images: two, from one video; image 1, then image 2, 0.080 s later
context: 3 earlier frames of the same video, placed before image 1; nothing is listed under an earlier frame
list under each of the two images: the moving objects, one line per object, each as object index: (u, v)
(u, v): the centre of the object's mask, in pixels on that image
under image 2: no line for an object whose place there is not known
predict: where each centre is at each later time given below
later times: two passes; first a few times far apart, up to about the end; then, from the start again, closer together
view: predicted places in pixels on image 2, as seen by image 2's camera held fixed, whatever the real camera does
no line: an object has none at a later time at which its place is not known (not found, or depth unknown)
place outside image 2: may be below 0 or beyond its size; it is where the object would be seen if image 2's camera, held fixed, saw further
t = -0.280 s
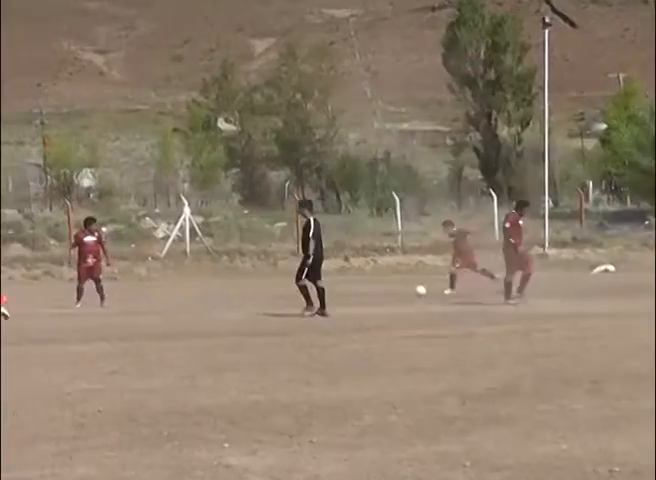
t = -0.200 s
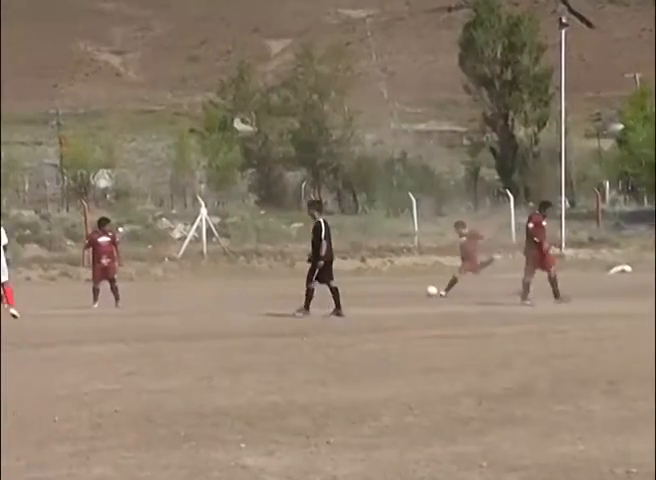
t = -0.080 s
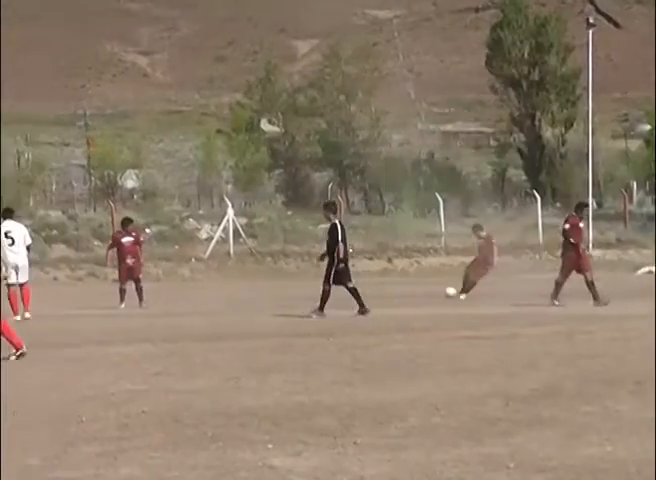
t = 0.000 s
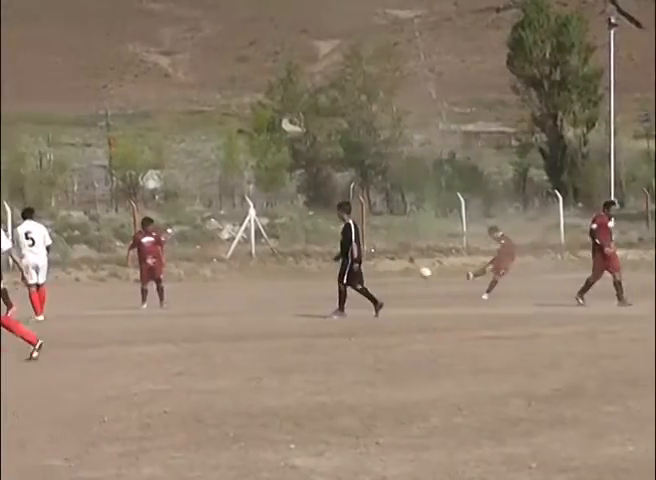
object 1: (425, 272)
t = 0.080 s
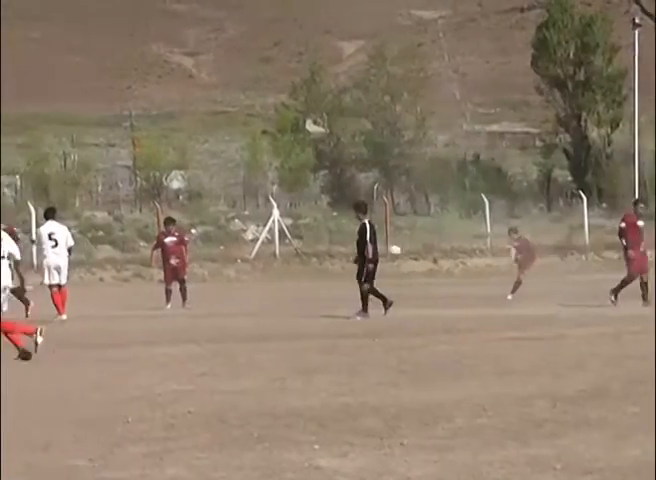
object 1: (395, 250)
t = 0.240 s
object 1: (286, 208)
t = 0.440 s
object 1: (145, 161)
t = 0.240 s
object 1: (286, 208)
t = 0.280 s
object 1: (259, 198)
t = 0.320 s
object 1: (231, 188)
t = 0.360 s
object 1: (203, 179)
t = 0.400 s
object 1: (174, 170)
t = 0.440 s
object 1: (145, 161)
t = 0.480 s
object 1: (116, 152)
